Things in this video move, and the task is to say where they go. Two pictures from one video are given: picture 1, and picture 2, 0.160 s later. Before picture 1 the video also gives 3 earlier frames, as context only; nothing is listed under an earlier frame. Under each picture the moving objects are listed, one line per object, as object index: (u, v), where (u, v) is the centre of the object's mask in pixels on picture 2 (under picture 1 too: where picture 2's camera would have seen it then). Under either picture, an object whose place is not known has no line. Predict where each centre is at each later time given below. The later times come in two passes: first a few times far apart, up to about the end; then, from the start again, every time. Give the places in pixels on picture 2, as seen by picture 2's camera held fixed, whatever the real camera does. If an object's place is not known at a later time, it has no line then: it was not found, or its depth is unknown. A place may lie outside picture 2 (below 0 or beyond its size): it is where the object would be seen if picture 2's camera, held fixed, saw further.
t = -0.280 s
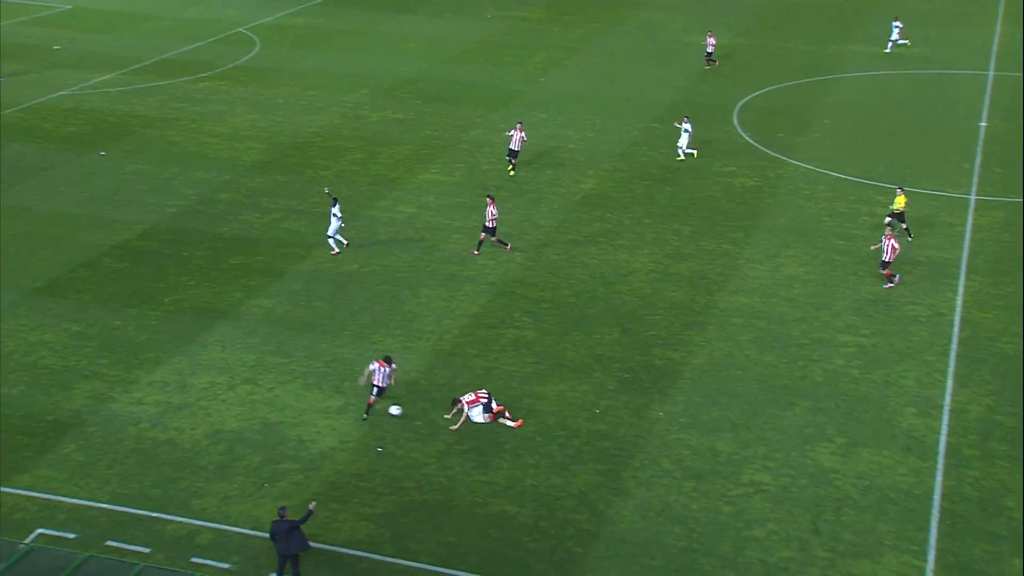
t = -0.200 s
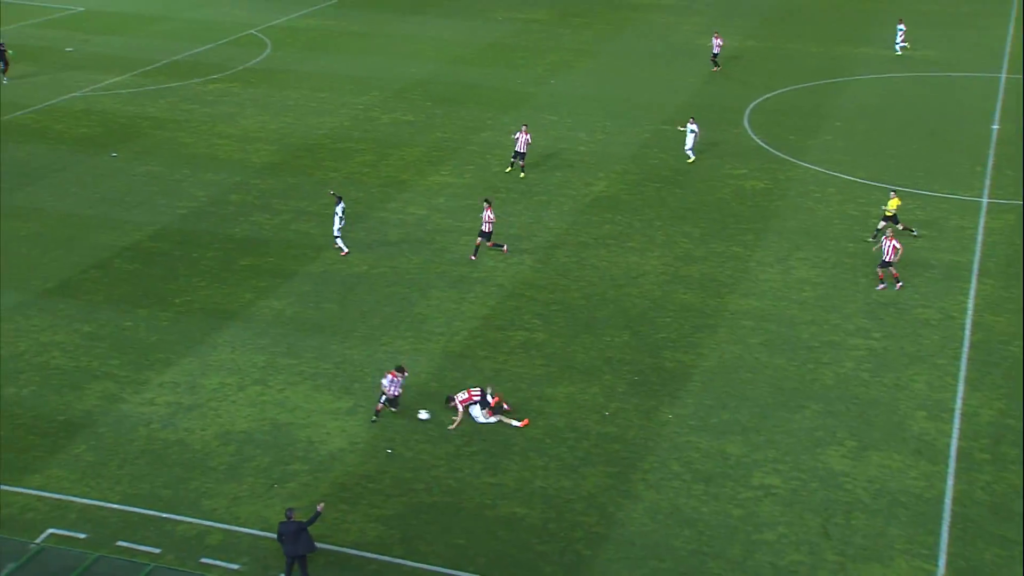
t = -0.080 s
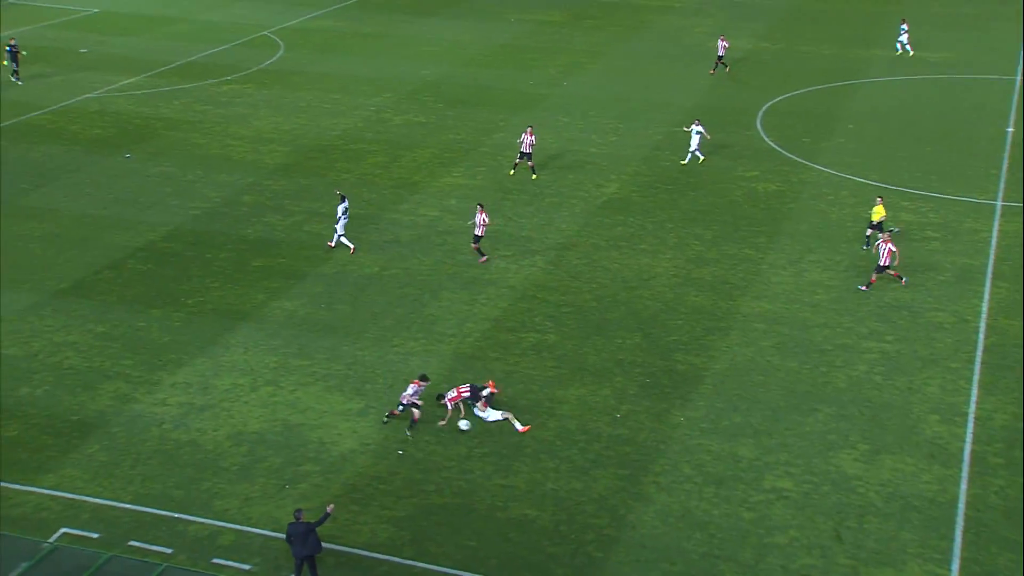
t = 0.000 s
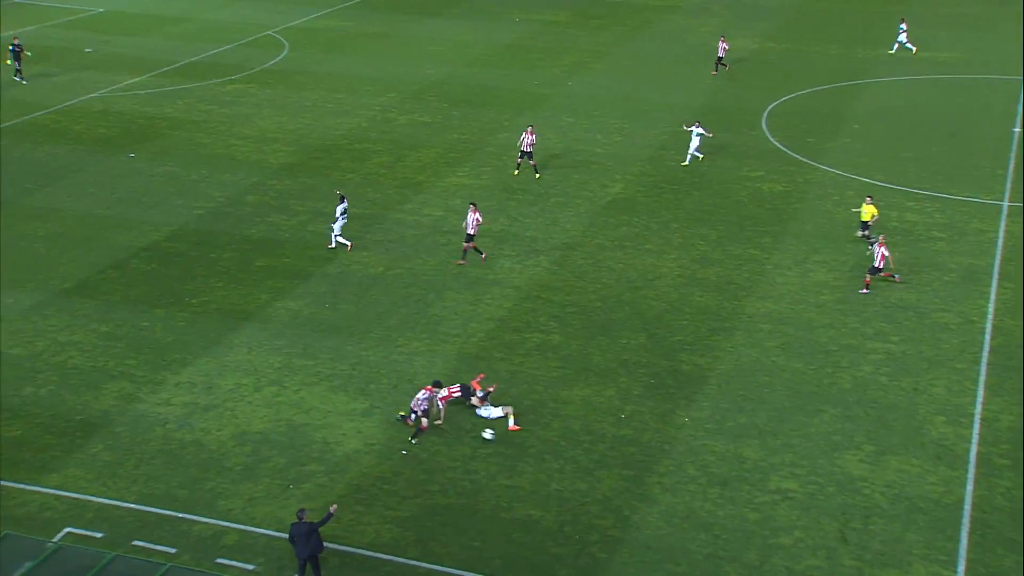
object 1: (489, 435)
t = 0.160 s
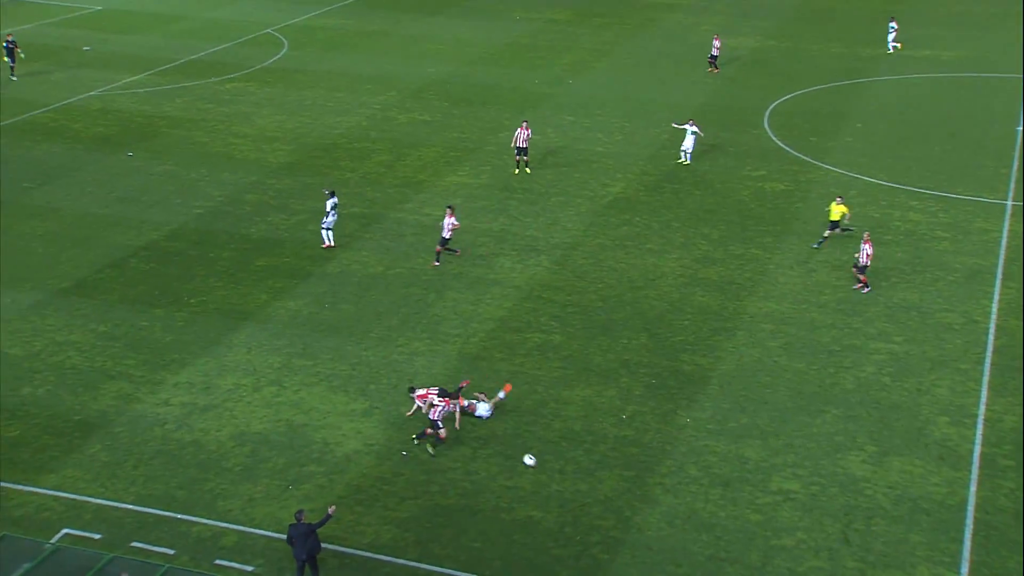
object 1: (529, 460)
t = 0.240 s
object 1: (551, 477)
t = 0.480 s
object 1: (602, 498)
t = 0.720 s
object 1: (651, 527)
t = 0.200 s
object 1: (540, 468)
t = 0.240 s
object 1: (551, 477)
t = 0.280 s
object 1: (561, 486)
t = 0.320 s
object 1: (570, 488)
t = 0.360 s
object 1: (578, 490)
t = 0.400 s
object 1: (586, 492)
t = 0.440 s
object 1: (594, 494)
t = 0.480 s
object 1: (602, 498)
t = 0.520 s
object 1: (610, 502)
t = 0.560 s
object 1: (619, 508)
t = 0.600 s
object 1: (627, 513)
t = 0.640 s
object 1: (636, 519)
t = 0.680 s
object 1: (643, 524)
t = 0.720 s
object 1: (651, 527)
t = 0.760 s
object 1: (658, 529)
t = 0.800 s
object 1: (665, 533)
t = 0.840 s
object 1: (672, 537)
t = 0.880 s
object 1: (679, 541)
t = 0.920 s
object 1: (685, 544)
